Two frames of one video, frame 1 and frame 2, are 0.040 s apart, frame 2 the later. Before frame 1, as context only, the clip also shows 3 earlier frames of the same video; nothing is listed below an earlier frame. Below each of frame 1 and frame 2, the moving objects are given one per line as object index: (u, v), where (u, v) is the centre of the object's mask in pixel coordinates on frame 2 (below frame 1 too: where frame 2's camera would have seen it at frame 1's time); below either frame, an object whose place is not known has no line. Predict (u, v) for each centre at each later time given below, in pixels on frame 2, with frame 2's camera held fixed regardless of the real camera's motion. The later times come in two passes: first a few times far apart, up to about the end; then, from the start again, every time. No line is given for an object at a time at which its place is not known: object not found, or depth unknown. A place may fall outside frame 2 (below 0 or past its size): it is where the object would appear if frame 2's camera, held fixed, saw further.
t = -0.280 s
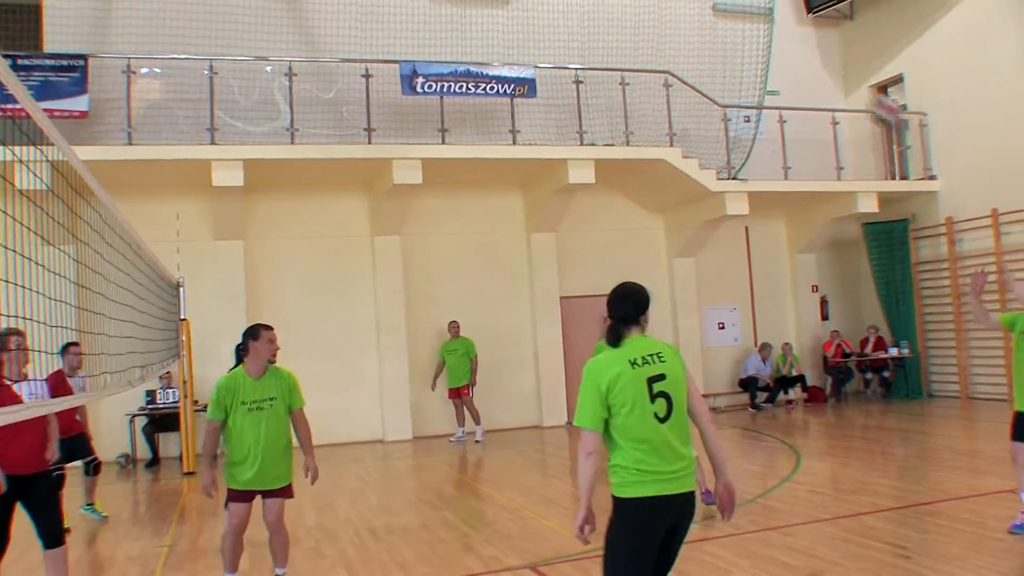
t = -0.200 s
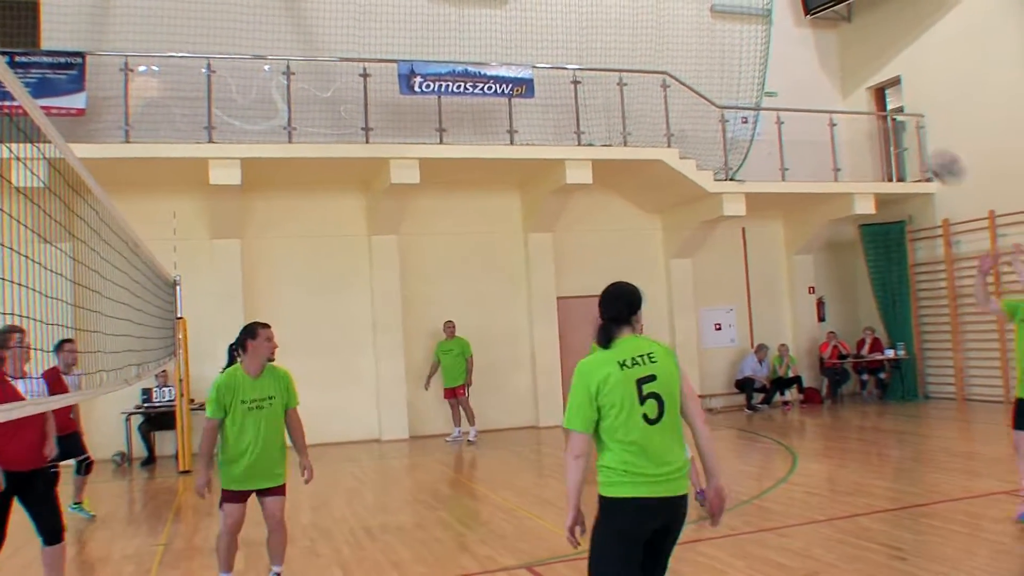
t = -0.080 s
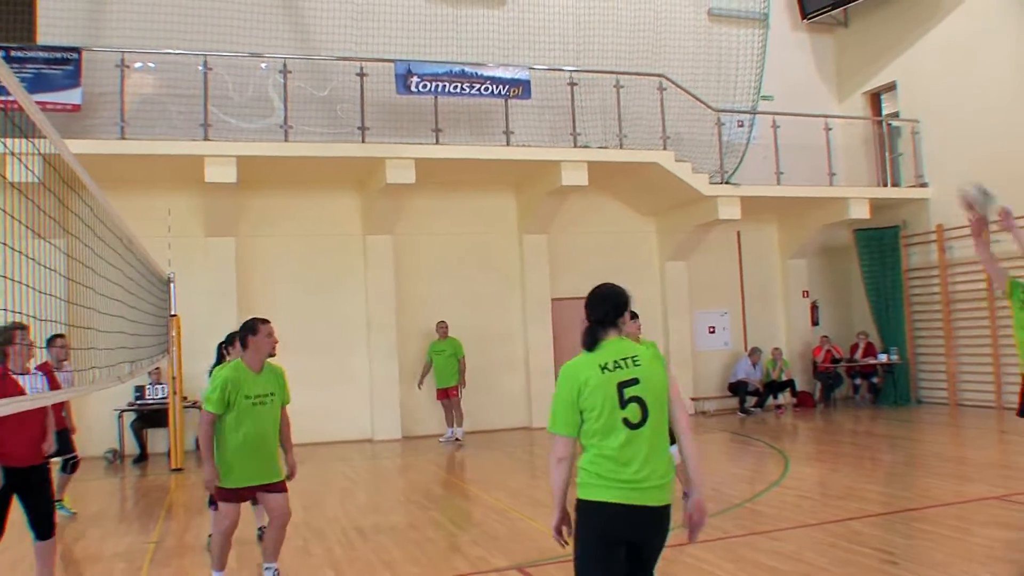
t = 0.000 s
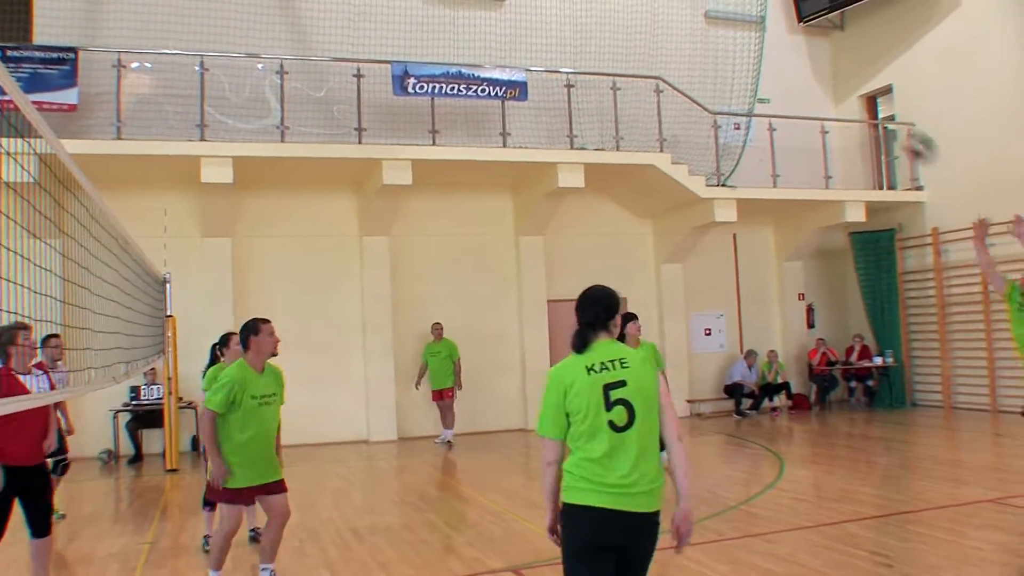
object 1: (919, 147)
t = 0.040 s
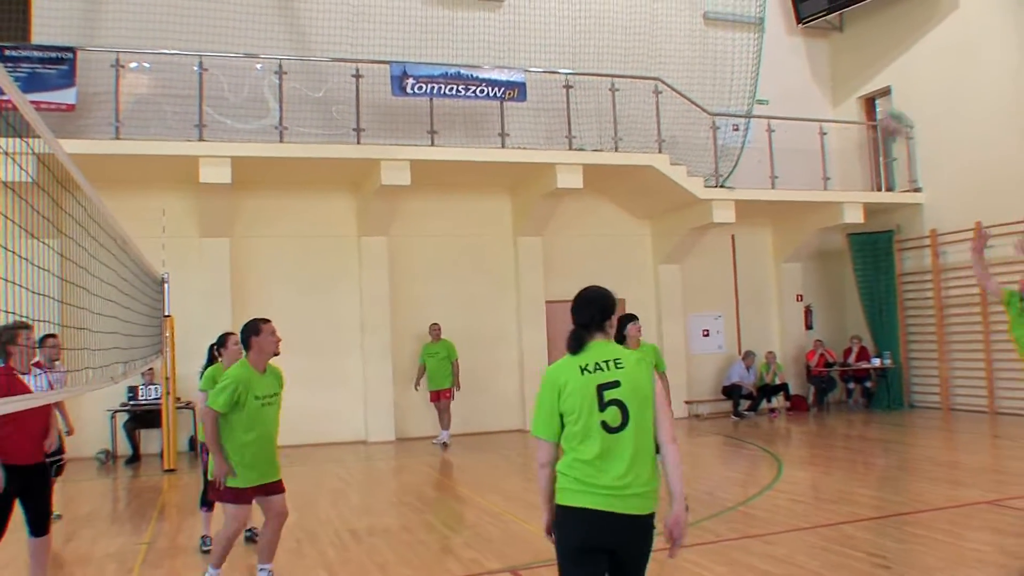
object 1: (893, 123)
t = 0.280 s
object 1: (745, 22)
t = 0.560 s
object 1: (585, 2)
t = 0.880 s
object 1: (415, 111)
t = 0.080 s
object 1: (865, 99)
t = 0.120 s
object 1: (842, 82)
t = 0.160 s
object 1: (817, 63)
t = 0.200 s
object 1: (791, 45)
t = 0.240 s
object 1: (766, 32)
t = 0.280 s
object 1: (745, 22)
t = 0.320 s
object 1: (719, 11)
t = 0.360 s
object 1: (698, 5)
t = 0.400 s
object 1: (674, 2)
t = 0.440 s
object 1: (652, 0)
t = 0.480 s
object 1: (629, 0)
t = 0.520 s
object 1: (606, 1)
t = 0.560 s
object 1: (585, 2)
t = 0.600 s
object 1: (564, 6)
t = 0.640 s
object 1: (541, 15)
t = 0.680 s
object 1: (520, 25)
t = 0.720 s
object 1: (498, 37)
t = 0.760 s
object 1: (477, 52)
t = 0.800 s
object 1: (456, 67)
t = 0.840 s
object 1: (434, 90)
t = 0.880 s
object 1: (415, 111)
